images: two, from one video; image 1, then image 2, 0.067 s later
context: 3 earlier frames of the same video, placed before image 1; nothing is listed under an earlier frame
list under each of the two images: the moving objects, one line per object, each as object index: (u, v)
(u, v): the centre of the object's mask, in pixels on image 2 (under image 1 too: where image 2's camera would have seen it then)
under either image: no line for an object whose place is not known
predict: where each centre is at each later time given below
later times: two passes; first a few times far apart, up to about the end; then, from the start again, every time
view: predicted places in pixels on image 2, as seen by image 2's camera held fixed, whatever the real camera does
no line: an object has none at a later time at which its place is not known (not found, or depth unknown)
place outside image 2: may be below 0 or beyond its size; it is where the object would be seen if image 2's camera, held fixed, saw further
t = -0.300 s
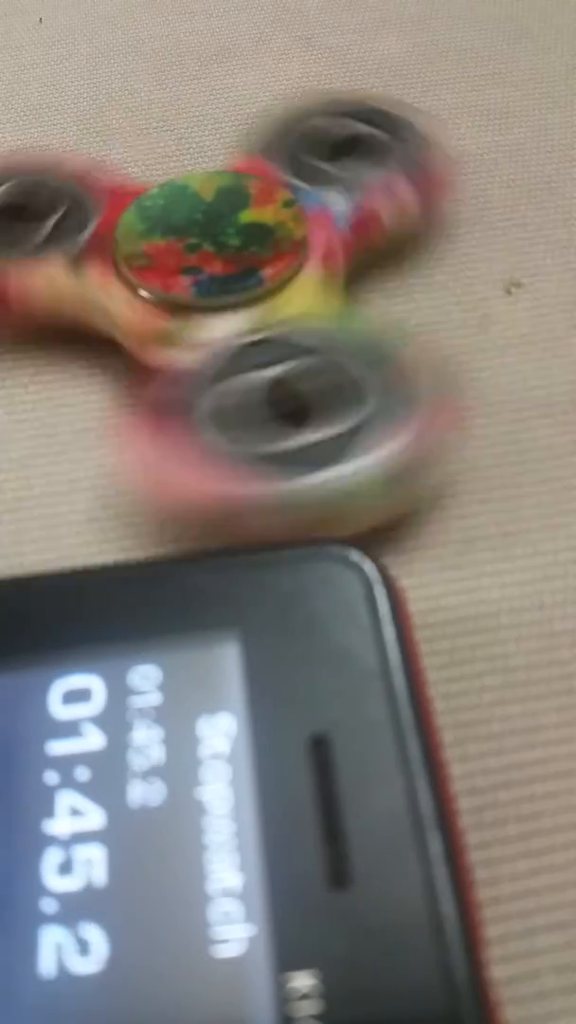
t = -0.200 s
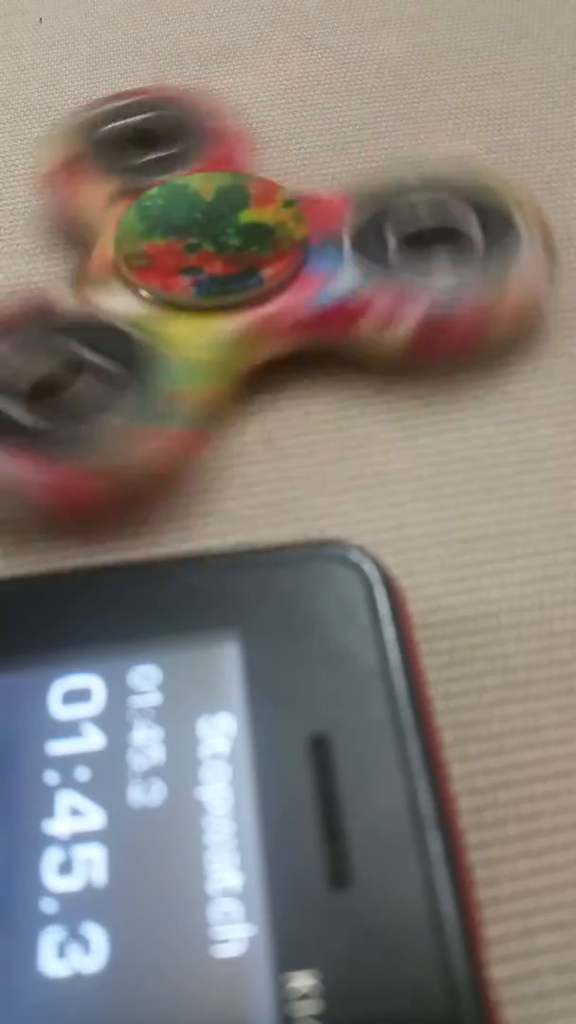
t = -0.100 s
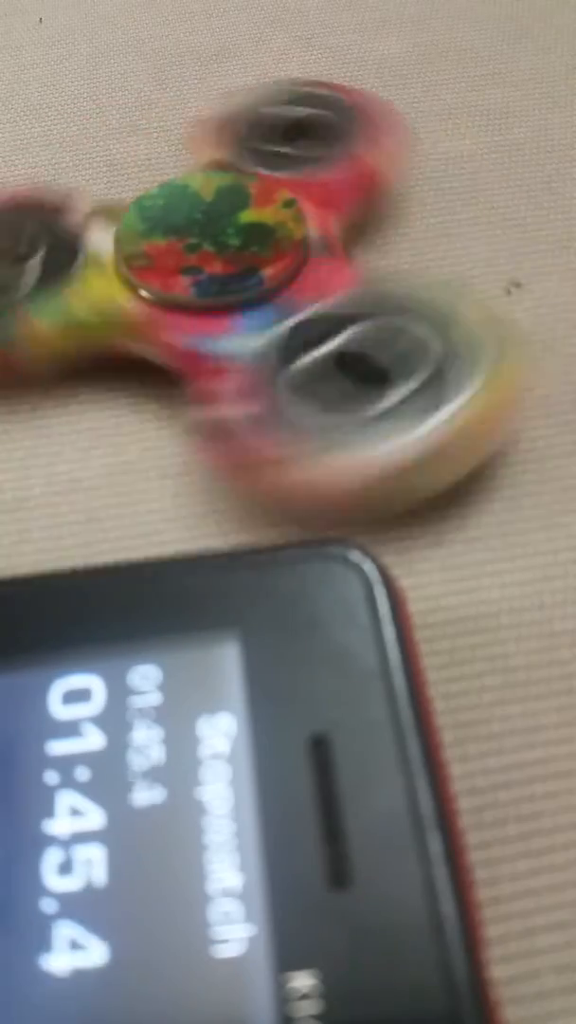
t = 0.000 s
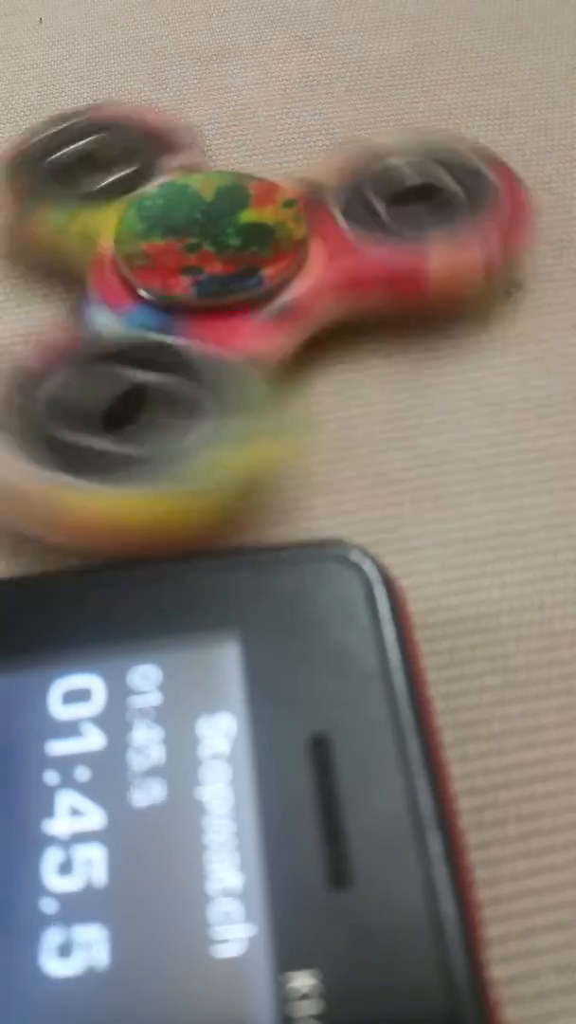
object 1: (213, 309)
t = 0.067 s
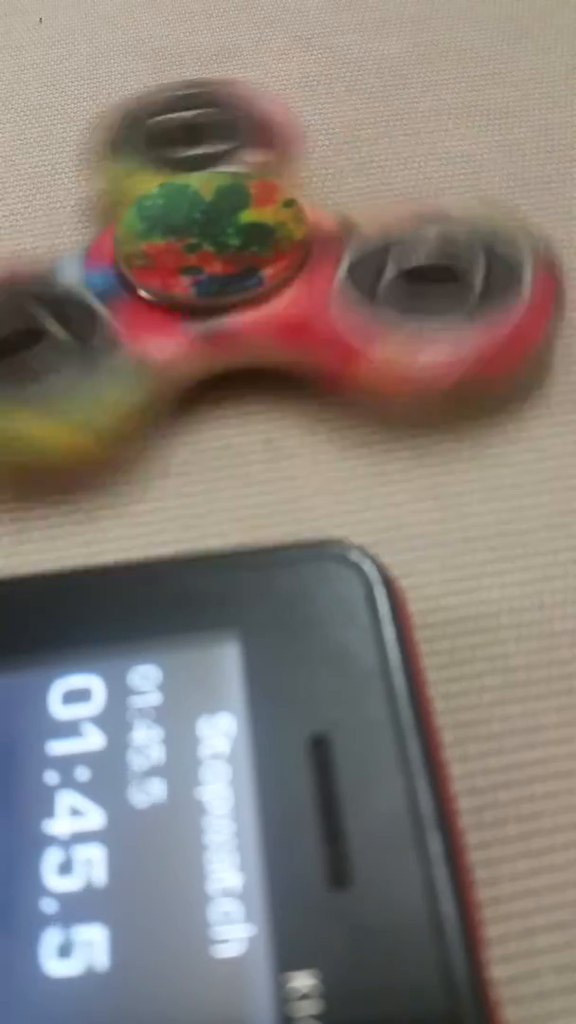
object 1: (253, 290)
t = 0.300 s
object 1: (250, 293)
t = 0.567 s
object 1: (267, 293)
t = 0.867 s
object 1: (264, 313)
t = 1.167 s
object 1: (222, 316)
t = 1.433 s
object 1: (212, 312)
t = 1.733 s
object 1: (236, 296)
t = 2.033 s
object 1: (265, 293)
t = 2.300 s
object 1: (270, 297)
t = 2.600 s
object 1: (260, 317)
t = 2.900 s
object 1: (233, 319)
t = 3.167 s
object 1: (228, 316)
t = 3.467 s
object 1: (212, 308)
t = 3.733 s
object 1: (215, 306)
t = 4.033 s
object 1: (235, 296)
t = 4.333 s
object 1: (255, 292)
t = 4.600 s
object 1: (255, 291)
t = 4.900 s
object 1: (267, 297)
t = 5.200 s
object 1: (271, 303)
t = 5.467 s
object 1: (273, 299)
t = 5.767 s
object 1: (269, 309)
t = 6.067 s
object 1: (265, 314)
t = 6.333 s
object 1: (271, 307)
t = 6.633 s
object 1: (264, 315)
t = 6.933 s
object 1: (260, 316)
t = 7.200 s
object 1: (269, 307)
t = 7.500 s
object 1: (266, 312)
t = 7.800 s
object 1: (267, 312)
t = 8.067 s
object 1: (270, 300)
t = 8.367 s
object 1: (271, 301)
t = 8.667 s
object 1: (270, 299)
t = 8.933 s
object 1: (257, 292)
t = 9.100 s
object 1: (230, 318)
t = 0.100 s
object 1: (270, 294)
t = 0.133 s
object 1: (270, 306)
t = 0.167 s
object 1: (252, 317)
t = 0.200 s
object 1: (229, 314)
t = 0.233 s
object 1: (214, 312)
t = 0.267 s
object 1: (227, 299)
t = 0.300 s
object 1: (250, 293)
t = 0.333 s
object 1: (269, 297)
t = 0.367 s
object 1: (270, 308)
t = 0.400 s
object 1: (253, 320)
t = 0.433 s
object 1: (230, 317)
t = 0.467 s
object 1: (211, 312)
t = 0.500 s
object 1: (225, 297)
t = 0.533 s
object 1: (246, 289)
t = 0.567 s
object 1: (267, 293)
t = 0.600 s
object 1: (273, 305)
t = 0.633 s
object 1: (260, 318)
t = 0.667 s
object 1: (236, 318)
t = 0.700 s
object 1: (214, 314)
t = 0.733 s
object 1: (220, 302)
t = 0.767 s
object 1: (242, 291)
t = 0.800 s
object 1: (264, 292)
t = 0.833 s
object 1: (273, 300)
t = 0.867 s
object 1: (264, 313)
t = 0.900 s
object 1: (243, 318)
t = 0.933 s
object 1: (221, 314)
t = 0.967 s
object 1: (217, 307)
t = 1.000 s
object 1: (237, 294)
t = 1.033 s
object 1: (258, 291)
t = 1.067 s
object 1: (272, 300)
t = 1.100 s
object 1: (267, 314)
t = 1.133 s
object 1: (247, 320)
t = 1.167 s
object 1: (222, 316)
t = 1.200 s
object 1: (213, 308)
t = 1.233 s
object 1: (229, 295)
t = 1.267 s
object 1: (251, 290)
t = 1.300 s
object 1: (269, 296)
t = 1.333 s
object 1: (272, 307)
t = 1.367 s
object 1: (256, 318)
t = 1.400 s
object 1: (230, 319)
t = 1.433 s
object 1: (212, 312)
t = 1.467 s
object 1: (223, 299)
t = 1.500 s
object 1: (244, 291)
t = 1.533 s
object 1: (264, 292)
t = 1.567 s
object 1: (272, 301)
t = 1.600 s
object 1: (263, 312)
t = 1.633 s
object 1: (243, 318)
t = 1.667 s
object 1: (221, 314)
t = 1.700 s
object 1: (217, 308)
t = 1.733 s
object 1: (236, 296)
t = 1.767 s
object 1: (258, 293)
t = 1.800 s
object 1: (270, 299)
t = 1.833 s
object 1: (268, 312)
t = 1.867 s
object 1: (249, 319)
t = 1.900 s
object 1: (224, 317)
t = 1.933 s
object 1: (211, 311)
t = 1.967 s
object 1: (225, 299)
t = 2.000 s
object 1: (246, 291)
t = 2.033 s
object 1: (265, 293)
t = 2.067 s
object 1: (272, 303)
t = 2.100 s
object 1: (262, 317)
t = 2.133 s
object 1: (239, 318)
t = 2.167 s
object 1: (216, 316)
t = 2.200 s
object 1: (215, 304)
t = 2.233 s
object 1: (234, 294)
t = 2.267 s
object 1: (258, 291)
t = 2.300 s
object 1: (270, 297)
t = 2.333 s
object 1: (269, 309)
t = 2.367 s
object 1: (251, 318)
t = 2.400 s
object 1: (229, 315)
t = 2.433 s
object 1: (212, 313)
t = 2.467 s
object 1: (225, 301)
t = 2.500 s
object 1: (245, 293)
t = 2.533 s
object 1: (264, 294)
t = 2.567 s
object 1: (272, 304)
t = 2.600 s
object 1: (260, 317)
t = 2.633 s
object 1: (241, 320)
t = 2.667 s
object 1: (217, 317)
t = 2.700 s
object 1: (214, 307)
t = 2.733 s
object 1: (230, 296)
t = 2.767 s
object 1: (252, 292)
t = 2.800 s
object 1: (270, 296)
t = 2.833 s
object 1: (271, 308)
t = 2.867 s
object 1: (256, 318)
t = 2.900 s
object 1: (233, 319)
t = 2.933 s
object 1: (214, 313)
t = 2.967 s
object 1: (217, 303)
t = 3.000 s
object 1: (239, 293)
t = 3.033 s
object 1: (261, 292)
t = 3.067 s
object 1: (271, 299)
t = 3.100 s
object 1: (267, 309)
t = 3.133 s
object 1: (250, 316)
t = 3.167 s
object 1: (228, 316)
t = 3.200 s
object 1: (213, 313)
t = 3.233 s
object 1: (225, 301)
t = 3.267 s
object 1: (247, 293)
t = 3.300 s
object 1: (265, 294)
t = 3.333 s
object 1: (272, 303)
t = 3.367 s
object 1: (263, 316)
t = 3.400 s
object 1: (244, 319)
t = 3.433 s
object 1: (219, 317)
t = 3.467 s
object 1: (212, 308)
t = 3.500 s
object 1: (229, 296)
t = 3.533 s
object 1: (248, 292)
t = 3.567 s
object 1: (267, 294)
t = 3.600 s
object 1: (273, 305)
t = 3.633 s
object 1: (260, 317)
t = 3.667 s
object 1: (239, 319)
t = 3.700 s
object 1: (216, 318)
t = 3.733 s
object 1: (215, 306)
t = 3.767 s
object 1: (232, 296)
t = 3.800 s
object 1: (254, 292)
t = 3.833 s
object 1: (269, 296)
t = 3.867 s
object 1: (268, 306)
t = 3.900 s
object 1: (259, 315)
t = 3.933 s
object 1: (240, 317)
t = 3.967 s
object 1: (218, 317)
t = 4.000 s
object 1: (216, 307)
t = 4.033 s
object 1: (235, 296)
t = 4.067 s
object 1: (255, 292)
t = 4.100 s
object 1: (270, 298)
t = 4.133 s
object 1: (270, 309)
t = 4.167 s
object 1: (255, 318)
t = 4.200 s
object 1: (236, 318)
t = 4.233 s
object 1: (216, 315)
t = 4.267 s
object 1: (215, 305)
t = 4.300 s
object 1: (234, 295)
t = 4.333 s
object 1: (255, 292)
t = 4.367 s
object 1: (269, 297)
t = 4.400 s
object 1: (271, 307)
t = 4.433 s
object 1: (256, 318)
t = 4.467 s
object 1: (238, 319)
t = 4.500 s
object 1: (215, 316)
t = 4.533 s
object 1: (215, 305)
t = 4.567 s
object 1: (235, 295)
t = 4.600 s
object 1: (255, 291)
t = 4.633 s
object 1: (269, 296)
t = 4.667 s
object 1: (270, 305)
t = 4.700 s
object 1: (258, 315)
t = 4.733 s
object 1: (240, 317)
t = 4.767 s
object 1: (219, 318)
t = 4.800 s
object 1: (215, 309)
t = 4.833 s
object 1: (231, 297)
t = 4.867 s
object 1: (253, 293)
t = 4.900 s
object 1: (267, 297)
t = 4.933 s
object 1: (270, 305)
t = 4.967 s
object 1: (258, 317)
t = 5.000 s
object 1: (241, 319)
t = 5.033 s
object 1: (218, 317)
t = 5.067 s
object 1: (213, 309)
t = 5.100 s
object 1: (228, 297)
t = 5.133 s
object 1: (246, 292)
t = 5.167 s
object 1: (266, 294)
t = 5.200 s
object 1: (271, 303)
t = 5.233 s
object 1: (264, 315)
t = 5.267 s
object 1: (246, 319)
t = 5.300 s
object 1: (224, 316)
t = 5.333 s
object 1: (212, 312)
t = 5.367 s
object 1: (224, 300)
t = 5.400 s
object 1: (242, 293)
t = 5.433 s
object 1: (263, 292)
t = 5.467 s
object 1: (273, 299)
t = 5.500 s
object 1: (267, 309)
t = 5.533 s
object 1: (252, 317)
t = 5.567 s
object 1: (232, 316)
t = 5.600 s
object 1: (215, 316)
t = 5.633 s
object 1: (219, 306)
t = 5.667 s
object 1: (237, 296)
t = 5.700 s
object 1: (257, 293)
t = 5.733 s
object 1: (269, 299)
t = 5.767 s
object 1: (269, 309)
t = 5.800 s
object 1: (257, 319)
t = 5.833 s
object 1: (237, 319)
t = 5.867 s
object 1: (217, 316)
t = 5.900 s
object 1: (212, 309)
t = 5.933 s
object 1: (229, 297)
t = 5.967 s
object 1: (246, 293)
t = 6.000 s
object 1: (265, 294)
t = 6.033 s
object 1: (272, 302)
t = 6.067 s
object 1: (265, 314)
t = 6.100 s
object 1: (248, 319)
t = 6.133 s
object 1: (225, 318)
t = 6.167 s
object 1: (212, 312)
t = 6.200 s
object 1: (220, 302)
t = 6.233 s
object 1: (238, 295)
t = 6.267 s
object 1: (258, 293)
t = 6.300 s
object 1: (271, 298)
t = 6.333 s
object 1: (271, 307)
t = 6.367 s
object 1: (257, 316)
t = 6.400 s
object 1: (239, 318)
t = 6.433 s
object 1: (219, 318)
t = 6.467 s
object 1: (215, 309)
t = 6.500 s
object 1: (229, 299)
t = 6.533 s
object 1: (248, 293)
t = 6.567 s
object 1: (265, 296)
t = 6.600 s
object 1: (271, 303)
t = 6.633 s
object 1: (264, 315)
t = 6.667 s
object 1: (248, 319)
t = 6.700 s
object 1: (228, 317)
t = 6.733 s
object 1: (213, 313)
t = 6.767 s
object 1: (219, 304)
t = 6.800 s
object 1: (235, 296)
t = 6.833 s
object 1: (254, 292)
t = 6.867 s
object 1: (269, 297)
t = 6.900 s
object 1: (272, 306)
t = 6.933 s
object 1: (260, 316)
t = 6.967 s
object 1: (243, 320)
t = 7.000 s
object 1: (222, 316)
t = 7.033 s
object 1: (212, 312)
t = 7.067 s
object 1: (224, 300)
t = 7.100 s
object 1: (242, 293)
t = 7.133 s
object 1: (259, 292)
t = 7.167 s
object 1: (270, 299)
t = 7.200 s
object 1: (269, 307)
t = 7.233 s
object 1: (257, 315)
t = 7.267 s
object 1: (240, 318)
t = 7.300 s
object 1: (220, 317)
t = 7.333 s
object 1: (214, 310)
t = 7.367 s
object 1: (228, 299)
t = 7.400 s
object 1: (245, 294)
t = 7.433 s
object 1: (262, 295)
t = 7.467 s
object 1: (271, 301)
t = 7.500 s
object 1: (266, 312)
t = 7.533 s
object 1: (252, 318)
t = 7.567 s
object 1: (234, 317)
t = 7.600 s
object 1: (217, 316)
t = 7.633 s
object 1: (213, 309)
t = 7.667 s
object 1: (229, 297)
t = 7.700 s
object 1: (246, 294)
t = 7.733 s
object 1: (263, 294)
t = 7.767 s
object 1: (273, 301)
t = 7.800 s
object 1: (267, 312)
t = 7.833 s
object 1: (252, 318)
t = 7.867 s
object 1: (233, 319)
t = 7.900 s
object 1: (217, 315)
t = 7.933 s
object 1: (214, 306)
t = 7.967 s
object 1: (230, 297)
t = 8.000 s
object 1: (249, 293)
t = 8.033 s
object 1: (264, 294)
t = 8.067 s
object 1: (270, 300)
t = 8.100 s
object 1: (266, 309)
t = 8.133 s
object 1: (254, 316)
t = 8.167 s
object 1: (236, 316)
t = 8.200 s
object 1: (218, 317)
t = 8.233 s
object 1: (215, 309)
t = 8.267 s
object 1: (229, 299)
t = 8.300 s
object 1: (247, 294)
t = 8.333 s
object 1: (263, 295)
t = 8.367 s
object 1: (271, 301)
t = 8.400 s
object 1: (266, 311)
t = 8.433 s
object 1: (252, 318)
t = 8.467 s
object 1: (235, 319)
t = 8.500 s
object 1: (218, 317)
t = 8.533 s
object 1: (213, 309)
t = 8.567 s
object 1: (226, 299)
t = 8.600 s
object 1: (242, 294)
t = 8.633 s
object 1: (260, 293)
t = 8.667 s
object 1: (270, 299)
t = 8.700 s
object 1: (269, 309)
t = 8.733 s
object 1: (258, 317)
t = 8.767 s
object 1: (240, 319)
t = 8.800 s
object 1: (222, 316)
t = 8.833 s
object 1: (212, 311)
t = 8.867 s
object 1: (223, 301)
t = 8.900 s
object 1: (240, 294)
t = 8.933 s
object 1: (257, 292)
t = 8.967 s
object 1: (269, 297)
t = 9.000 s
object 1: (271, 304)
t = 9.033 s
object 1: (263, 314)
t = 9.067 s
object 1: (248, 317)
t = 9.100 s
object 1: (230, 318)
